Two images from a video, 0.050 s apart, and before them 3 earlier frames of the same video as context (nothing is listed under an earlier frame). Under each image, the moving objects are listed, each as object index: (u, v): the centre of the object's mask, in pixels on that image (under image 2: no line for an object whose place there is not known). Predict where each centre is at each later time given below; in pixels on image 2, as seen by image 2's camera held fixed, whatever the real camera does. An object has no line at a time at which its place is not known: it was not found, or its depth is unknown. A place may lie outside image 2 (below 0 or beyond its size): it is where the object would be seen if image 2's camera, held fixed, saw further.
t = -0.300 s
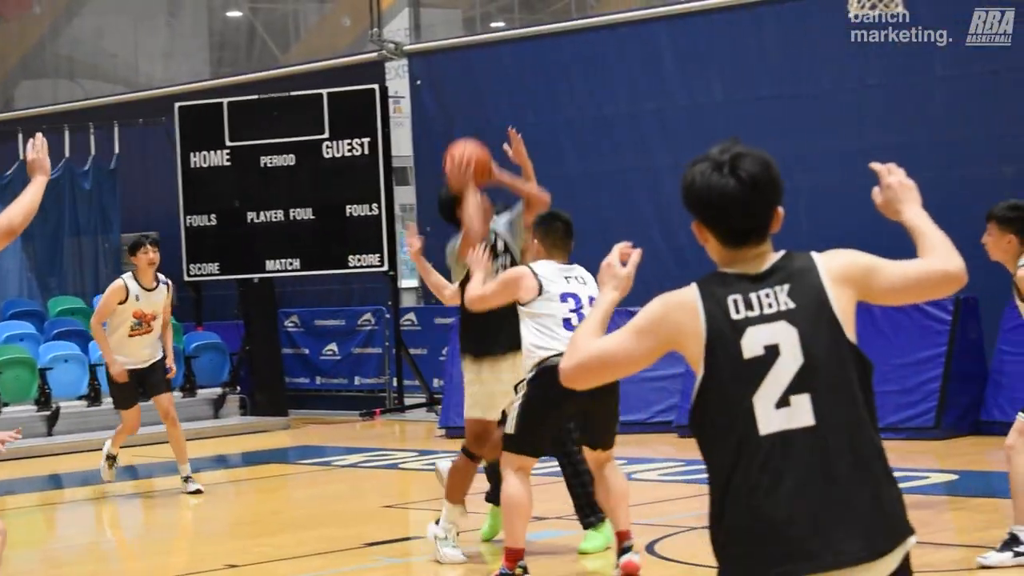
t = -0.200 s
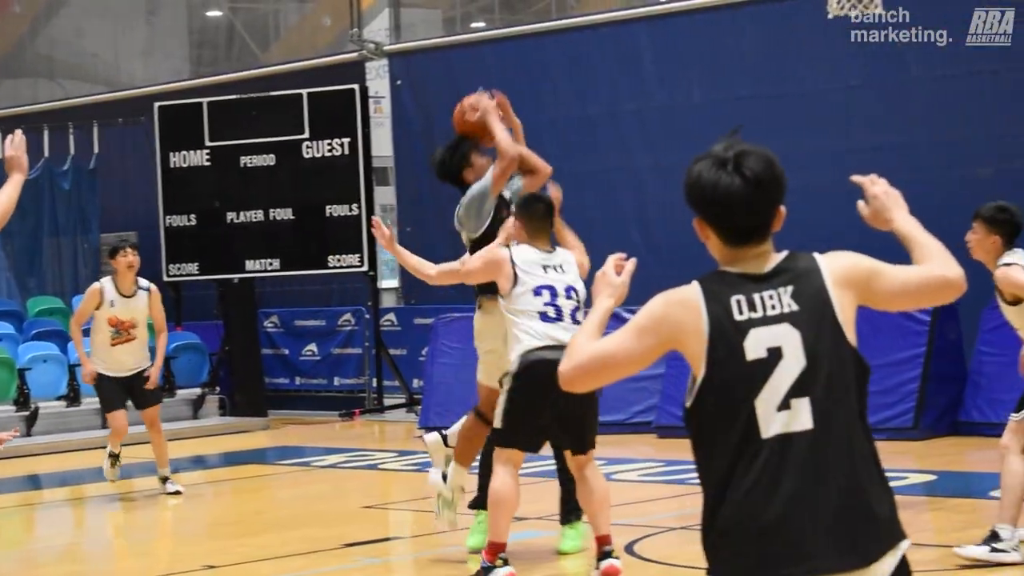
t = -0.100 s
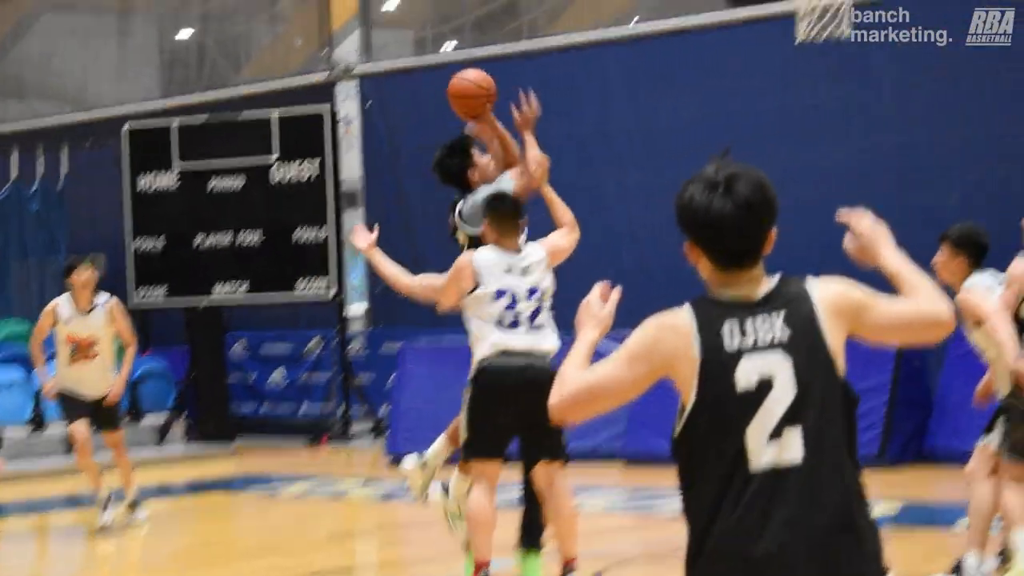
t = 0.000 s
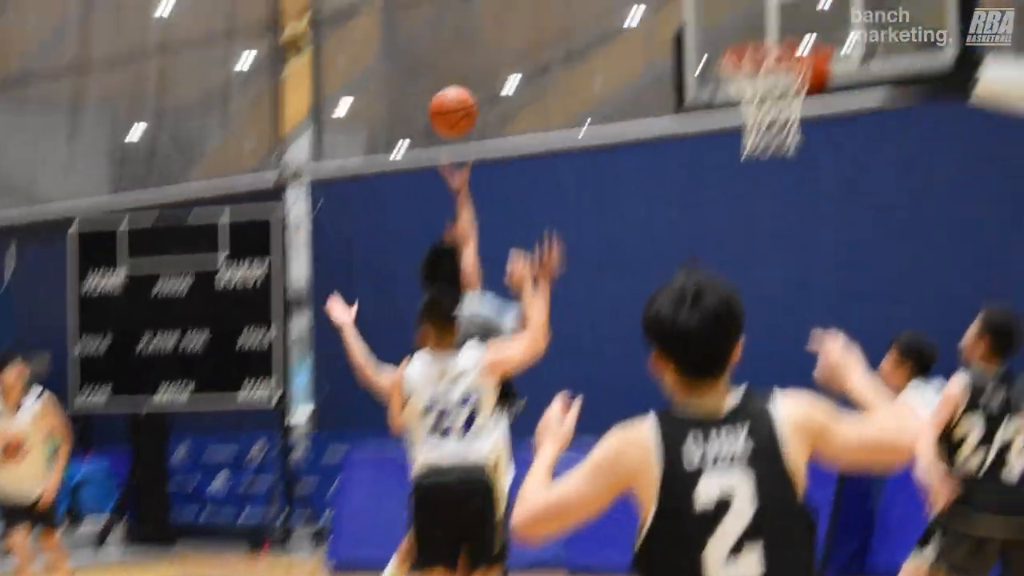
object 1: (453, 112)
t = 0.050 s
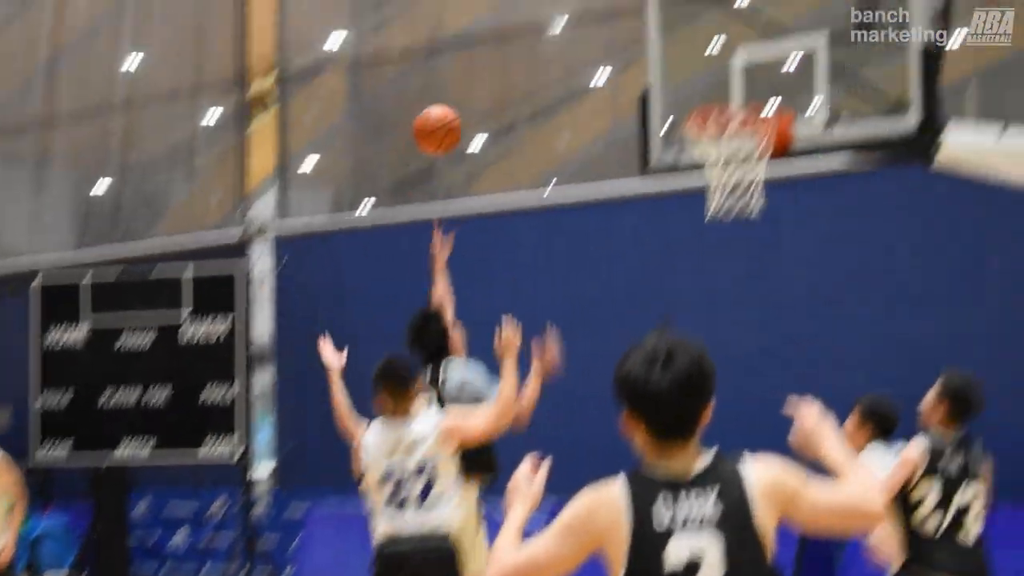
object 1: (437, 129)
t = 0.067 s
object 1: (442, 118)
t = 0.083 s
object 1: (447, 107)
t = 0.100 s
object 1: (452, 96)
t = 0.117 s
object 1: (458, 86)
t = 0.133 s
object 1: (463, 76)
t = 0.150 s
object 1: (470, 68)
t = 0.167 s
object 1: (475, 59)
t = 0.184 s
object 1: (482, 50)
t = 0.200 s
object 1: (488, 42)
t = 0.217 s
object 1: (495, 35)
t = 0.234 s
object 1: (502, 28)
